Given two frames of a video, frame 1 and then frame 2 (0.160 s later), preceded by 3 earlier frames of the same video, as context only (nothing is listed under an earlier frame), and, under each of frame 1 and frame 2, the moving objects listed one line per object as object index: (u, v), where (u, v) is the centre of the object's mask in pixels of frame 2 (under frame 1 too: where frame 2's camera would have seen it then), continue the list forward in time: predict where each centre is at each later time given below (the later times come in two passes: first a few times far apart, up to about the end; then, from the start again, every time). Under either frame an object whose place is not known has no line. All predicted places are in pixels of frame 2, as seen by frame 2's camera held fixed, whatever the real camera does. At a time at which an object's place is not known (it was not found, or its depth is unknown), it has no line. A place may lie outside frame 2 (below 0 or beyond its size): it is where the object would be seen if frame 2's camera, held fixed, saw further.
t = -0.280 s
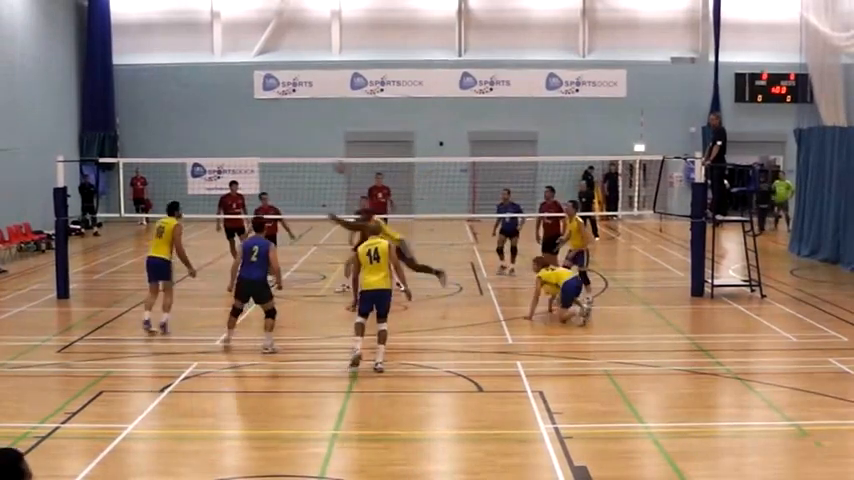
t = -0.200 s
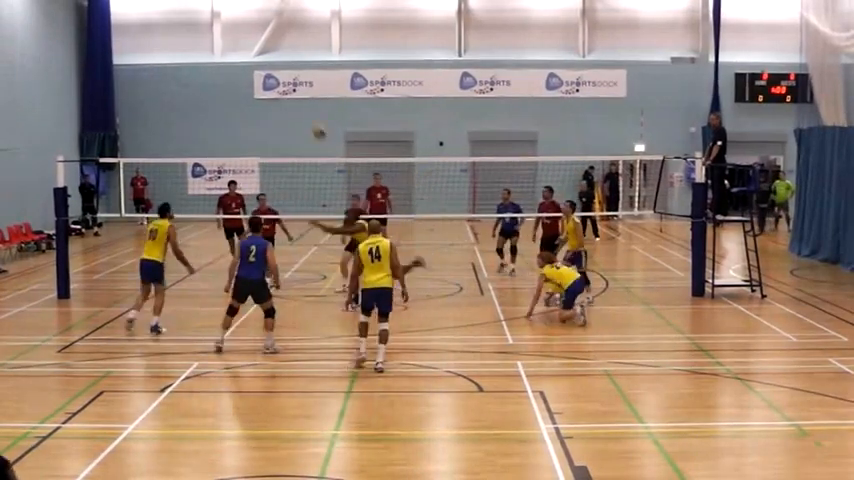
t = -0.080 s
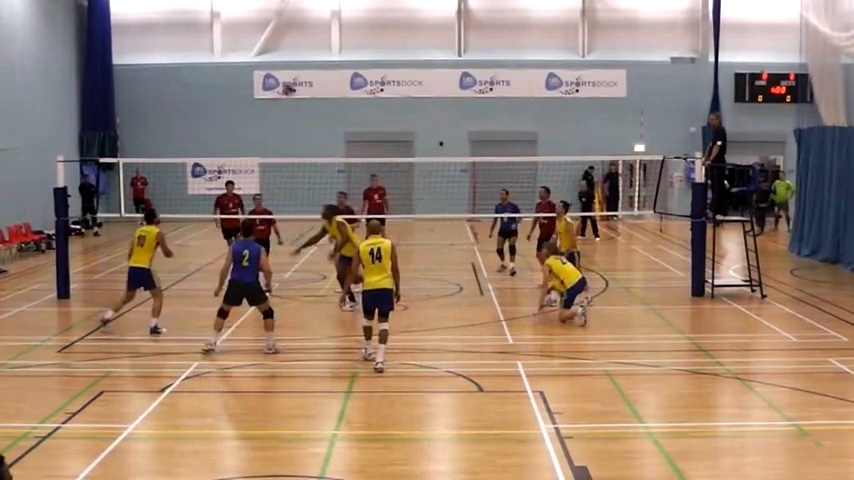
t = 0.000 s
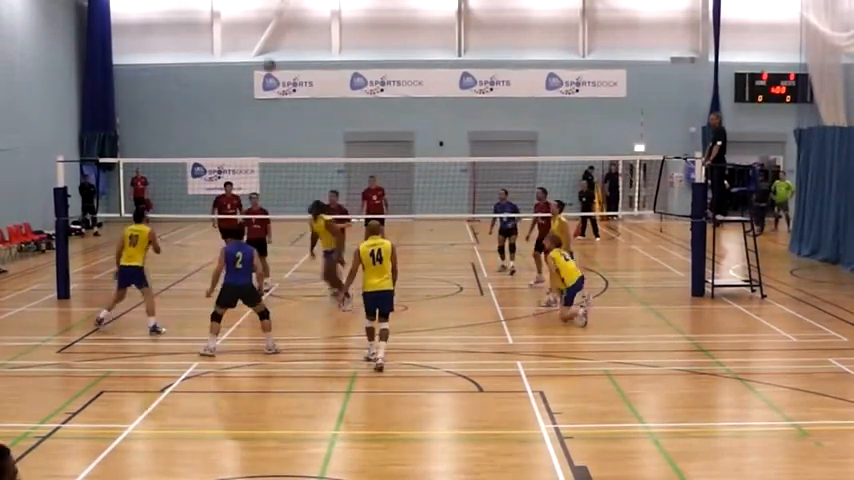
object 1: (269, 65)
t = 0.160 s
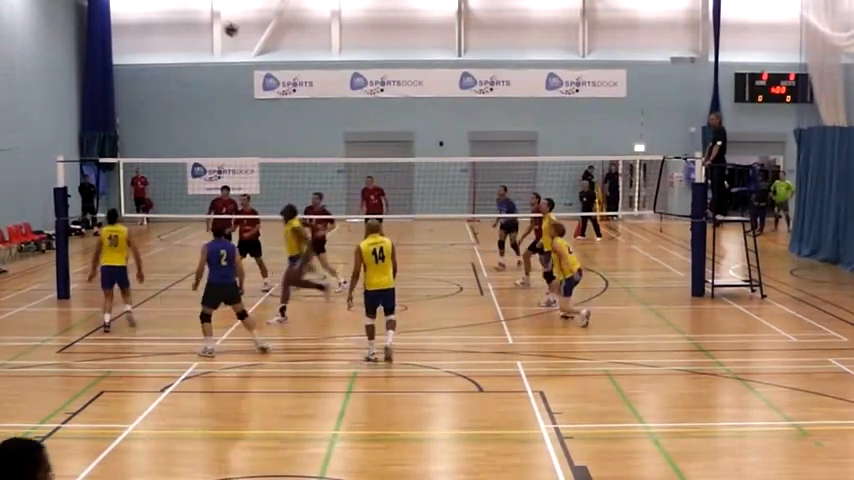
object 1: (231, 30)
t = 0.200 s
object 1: (221, 23)
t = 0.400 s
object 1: (176, 6)
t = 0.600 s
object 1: (132, 13)
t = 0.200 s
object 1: (221, 23)
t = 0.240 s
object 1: (212, 17)
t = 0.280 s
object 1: (203, 13)
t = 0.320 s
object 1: (194, 10)
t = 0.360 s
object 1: (184, 7)
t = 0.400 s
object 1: (176, 6)
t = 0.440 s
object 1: (167, 5)
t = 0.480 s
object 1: (158, 6)
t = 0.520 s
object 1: (149, 7)
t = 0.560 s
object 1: (141, 9)
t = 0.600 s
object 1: (132, 13)
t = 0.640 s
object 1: (123, 17)
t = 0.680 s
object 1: (116, 22)
